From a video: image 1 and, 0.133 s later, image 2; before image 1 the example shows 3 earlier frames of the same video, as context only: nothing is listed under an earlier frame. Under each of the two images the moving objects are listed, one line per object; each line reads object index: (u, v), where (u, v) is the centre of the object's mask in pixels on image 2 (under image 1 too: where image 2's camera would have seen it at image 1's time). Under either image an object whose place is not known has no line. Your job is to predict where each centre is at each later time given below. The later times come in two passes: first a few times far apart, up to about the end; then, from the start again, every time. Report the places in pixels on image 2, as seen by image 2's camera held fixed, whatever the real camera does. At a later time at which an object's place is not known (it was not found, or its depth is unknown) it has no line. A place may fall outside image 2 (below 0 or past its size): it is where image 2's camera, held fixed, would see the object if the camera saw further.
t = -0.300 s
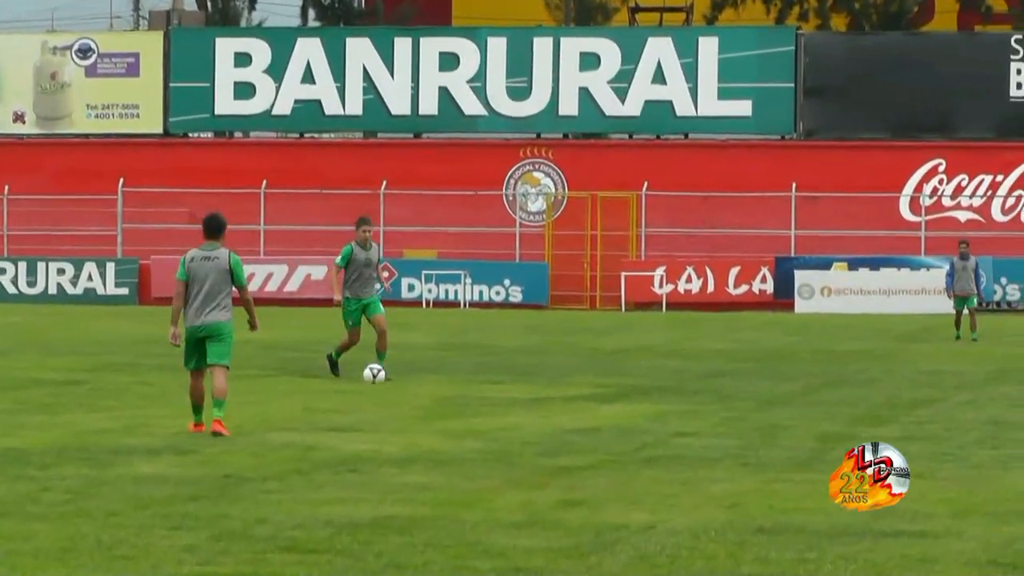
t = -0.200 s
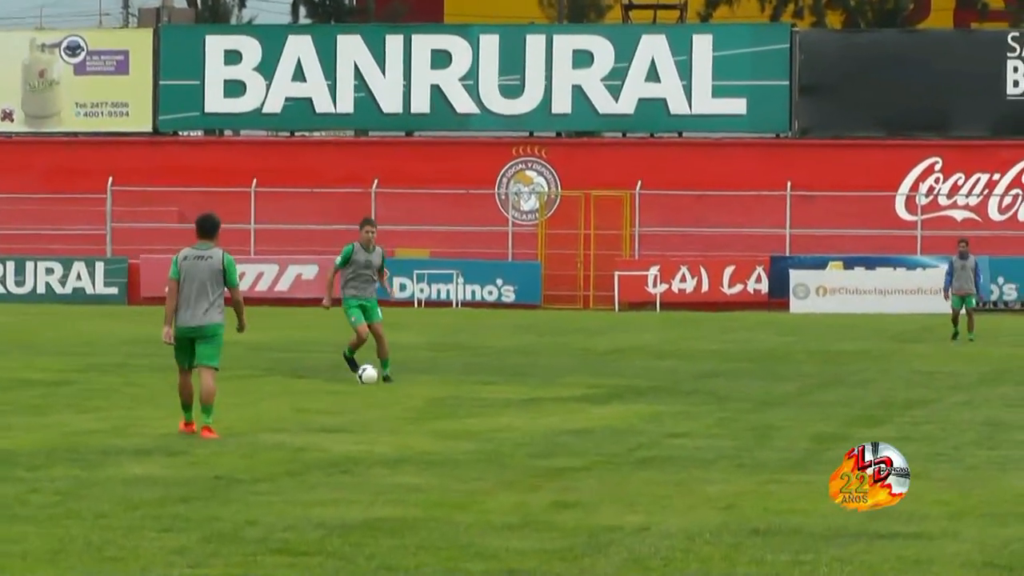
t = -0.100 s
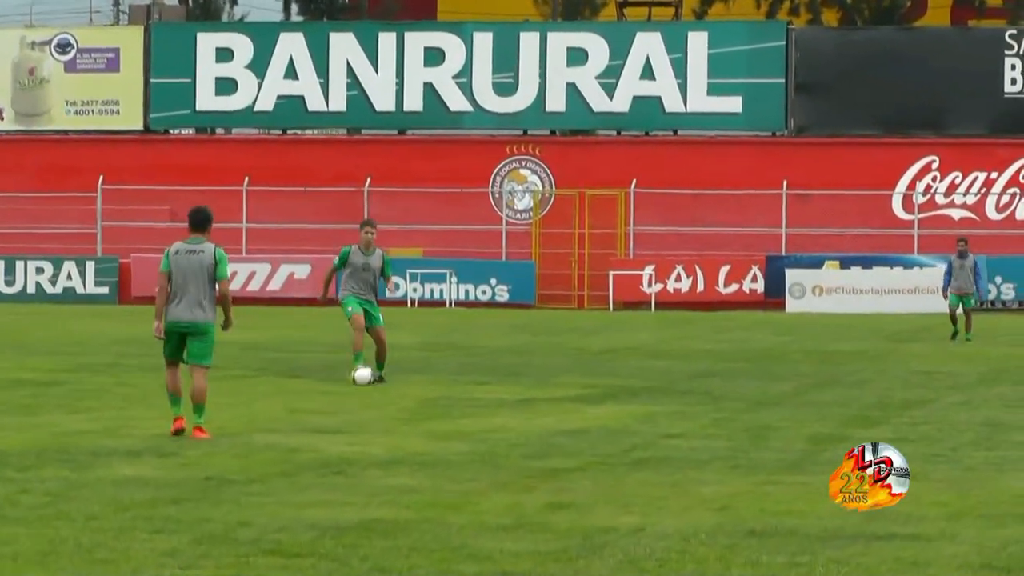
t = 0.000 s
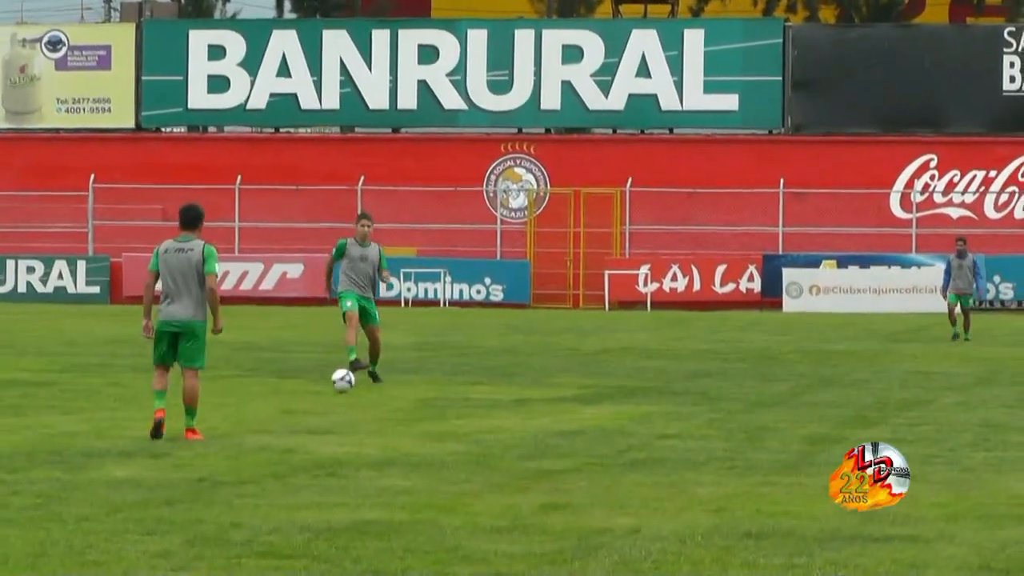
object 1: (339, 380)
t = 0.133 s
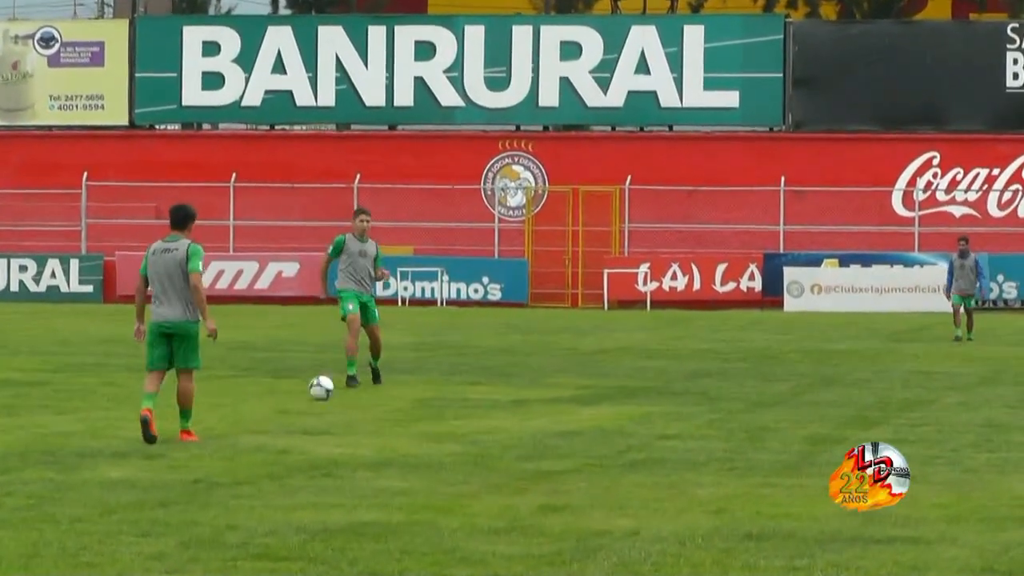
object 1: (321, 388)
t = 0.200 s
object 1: (313, 391)
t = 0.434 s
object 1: (283, 400)
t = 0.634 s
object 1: (259, 410)
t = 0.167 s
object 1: (317, 389)
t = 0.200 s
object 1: (313, 391)
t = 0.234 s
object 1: (308, 395)
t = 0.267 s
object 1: (303, 398)
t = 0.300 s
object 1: (299, 399)
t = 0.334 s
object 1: (295, 398)
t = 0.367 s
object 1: (291, 398)
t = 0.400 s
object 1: (287, 398)
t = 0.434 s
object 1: (283, 400)
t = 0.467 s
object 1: (279, 405)
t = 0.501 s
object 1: (274, 409)
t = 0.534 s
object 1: (269, 414)
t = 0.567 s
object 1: (266, 412)
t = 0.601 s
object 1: (263, 410)
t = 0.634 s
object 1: (259, 410)
